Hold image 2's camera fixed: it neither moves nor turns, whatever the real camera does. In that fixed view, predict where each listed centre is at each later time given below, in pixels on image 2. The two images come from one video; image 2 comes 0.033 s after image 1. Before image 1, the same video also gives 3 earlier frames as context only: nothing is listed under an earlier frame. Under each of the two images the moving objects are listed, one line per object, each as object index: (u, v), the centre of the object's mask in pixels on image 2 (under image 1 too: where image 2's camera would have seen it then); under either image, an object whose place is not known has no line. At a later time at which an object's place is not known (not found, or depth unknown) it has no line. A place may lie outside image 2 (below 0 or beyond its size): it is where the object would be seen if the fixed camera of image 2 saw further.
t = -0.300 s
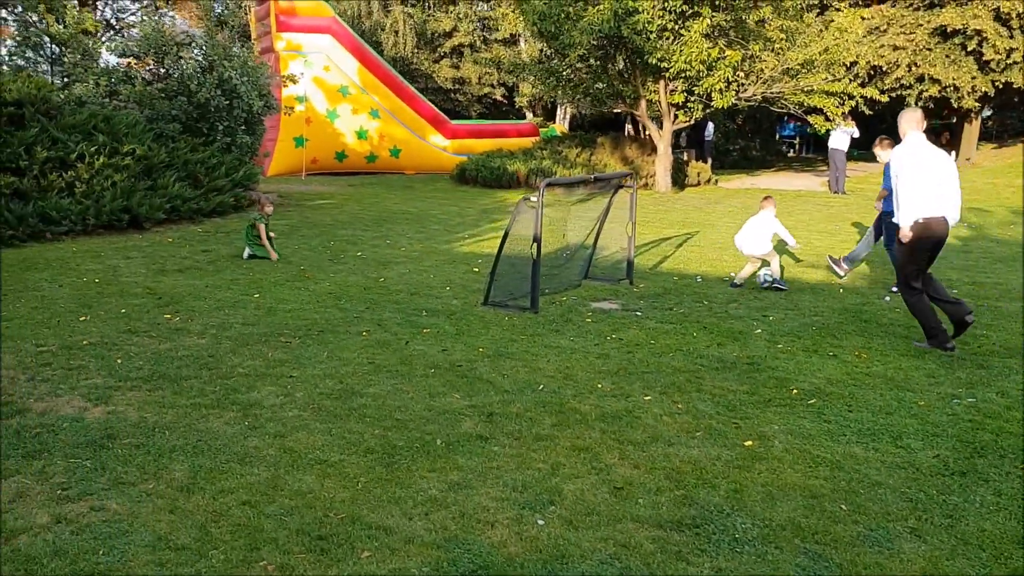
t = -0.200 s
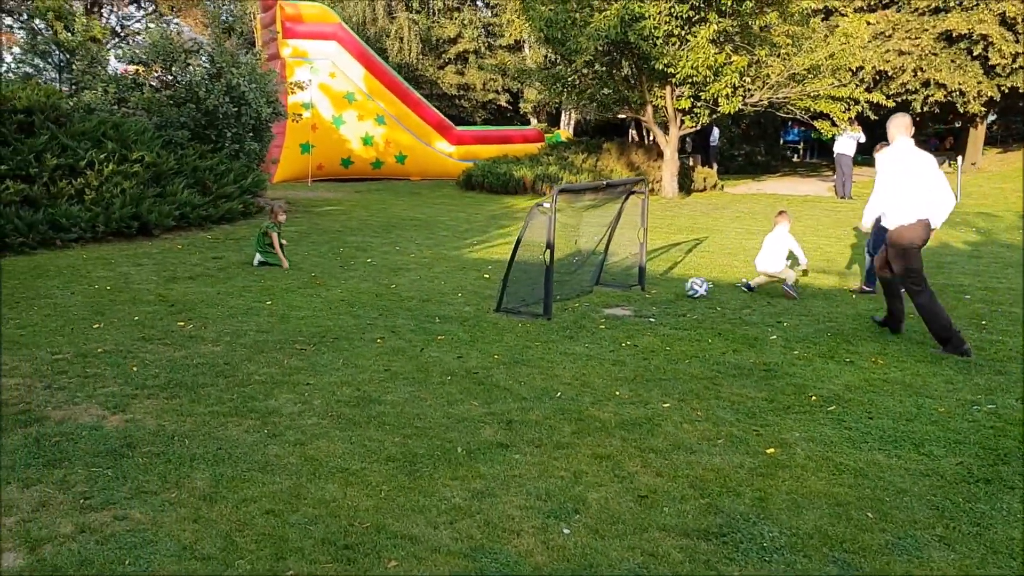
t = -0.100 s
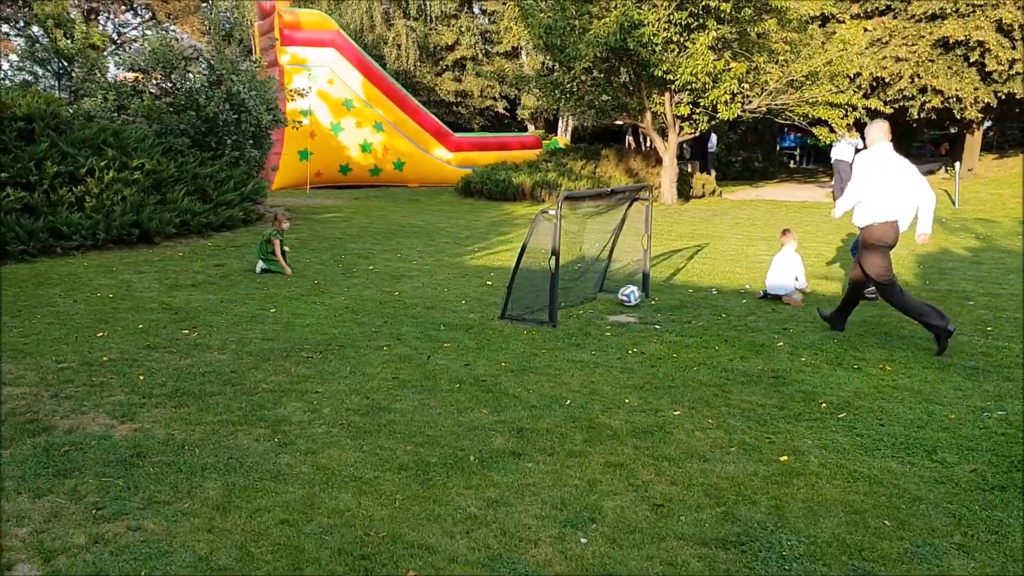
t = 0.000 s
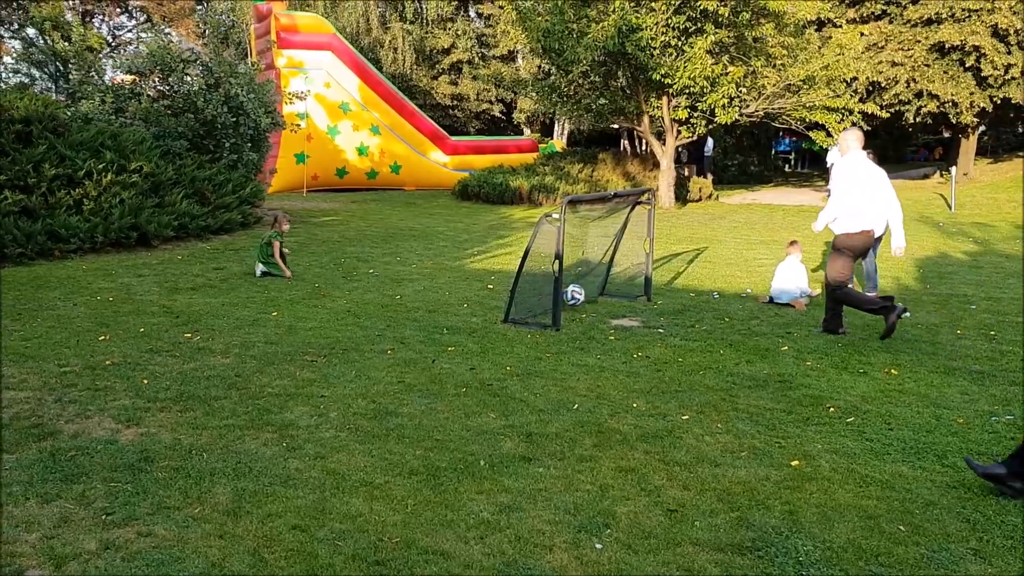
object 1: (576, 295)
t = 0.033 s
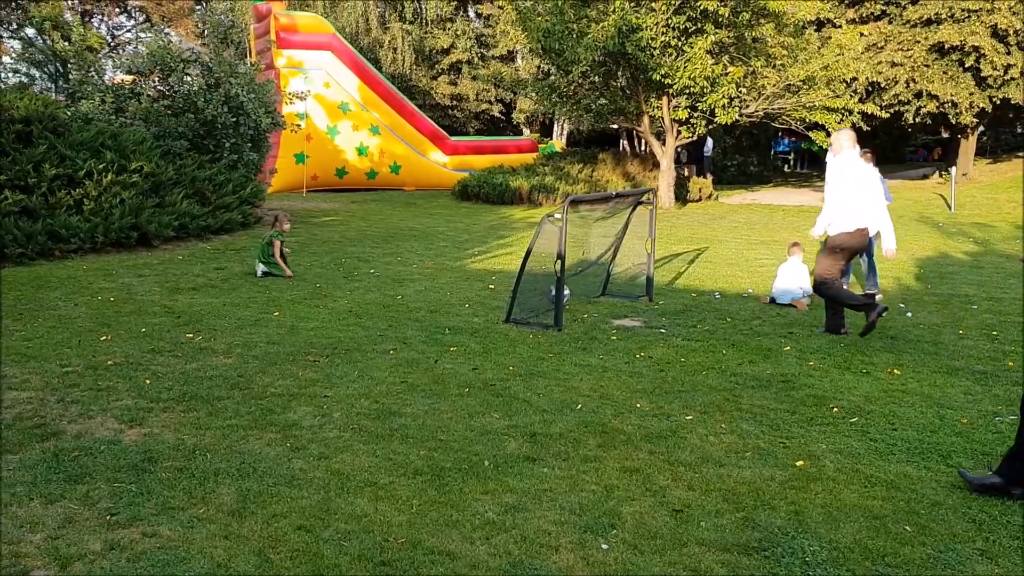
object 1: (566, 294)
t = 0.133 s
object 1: (505, 296)
